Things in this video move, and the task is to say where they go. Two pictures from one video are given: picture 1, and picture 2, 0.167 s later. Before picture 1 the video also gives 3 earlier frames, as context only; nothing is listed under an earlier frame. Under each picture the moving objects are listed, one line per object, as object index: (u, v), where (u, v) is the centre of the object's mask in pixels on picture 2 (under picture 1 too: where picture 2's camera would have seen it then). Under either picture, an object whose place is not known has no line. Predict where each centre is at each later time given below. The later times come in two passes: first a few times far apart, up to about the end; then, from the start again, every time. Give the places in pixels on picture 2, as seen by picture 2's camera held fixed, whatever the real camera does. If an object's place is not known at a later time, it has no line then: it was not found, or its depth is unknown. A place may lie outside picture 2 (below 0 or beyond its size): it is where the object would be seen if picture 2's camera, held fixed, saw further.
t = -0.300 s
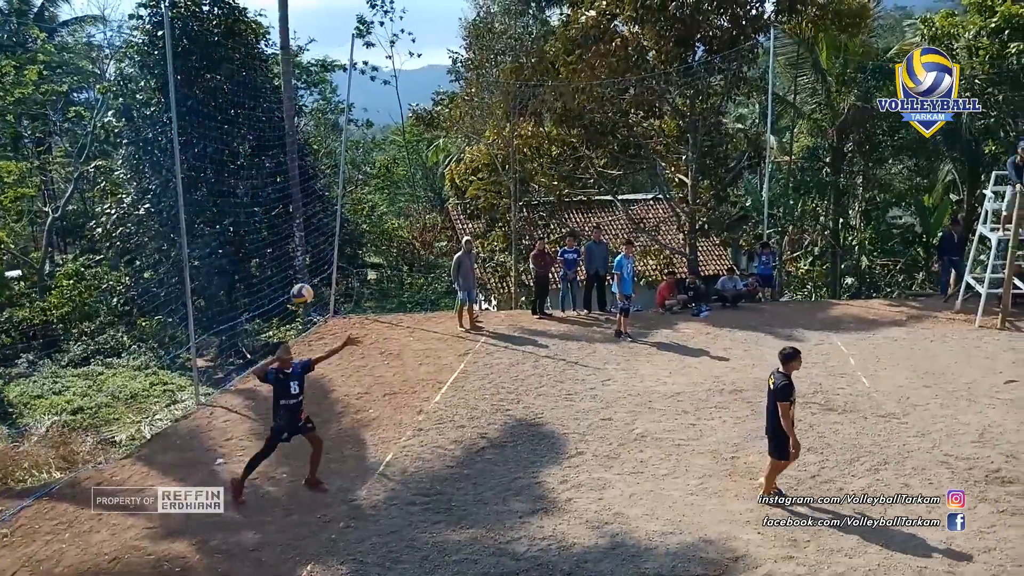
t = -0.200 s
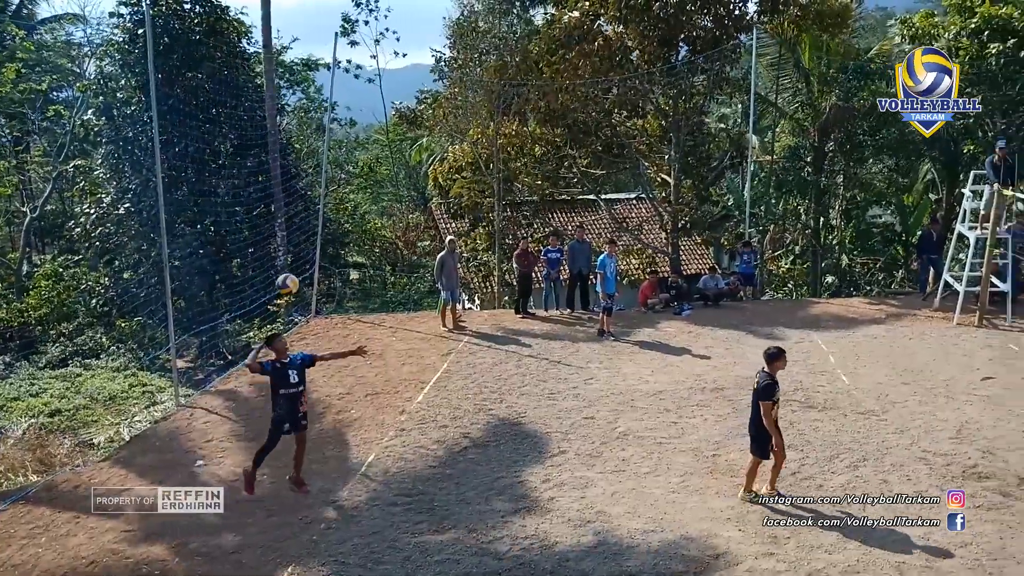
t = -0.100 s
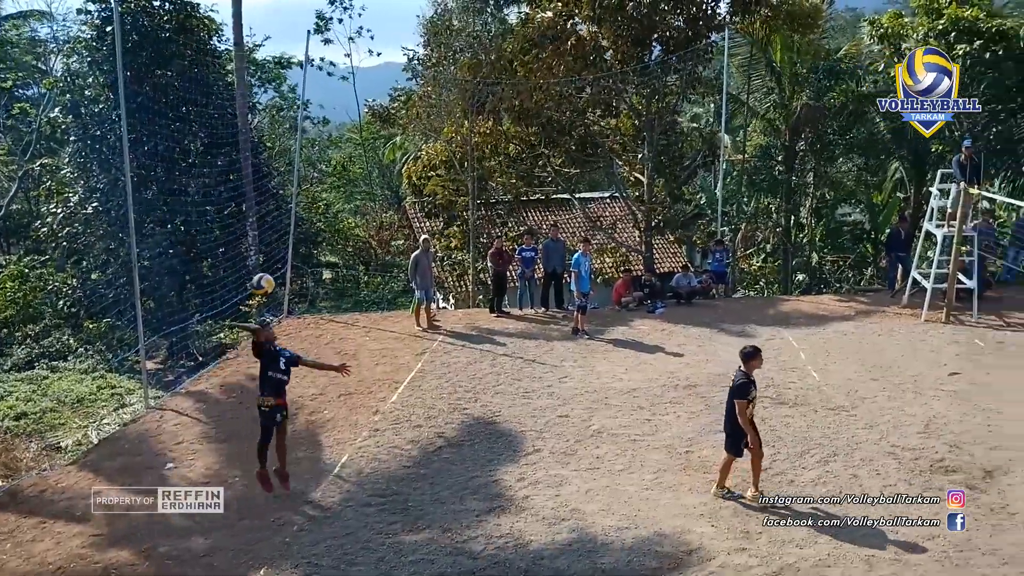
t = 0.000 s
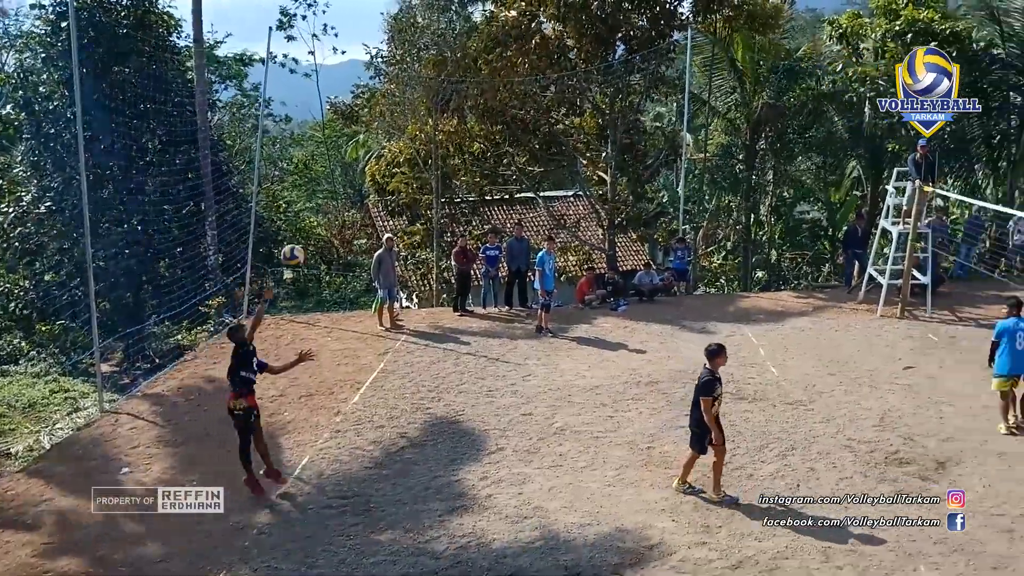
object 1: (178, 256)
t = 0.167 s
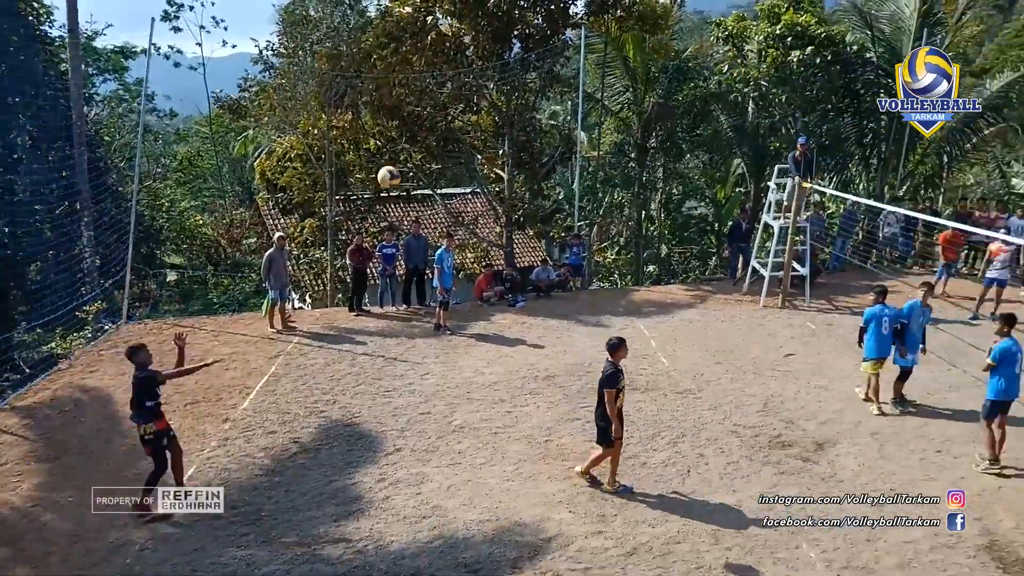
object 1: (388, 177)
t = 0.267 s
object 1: (507, 145)
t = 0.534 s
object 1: (787, 121)
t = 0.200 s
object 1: (429, 165)
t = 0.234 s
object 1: (468, 155)
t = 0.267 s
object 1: (507, 145)
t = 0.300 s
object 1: (544, 138)
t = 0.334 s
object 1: (582, 132)
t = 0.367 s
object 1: (620, 126)
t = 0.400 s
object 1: (655, 123)
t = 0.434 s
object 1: (690, 121)
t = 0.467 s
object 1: (723, 120)
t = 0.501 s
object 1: (755, 119)
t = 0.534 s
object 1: (787, 121)
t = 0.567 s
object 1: (817, 122)
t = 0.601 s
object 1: (845, 125)
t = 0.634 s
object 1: (876, 129)
